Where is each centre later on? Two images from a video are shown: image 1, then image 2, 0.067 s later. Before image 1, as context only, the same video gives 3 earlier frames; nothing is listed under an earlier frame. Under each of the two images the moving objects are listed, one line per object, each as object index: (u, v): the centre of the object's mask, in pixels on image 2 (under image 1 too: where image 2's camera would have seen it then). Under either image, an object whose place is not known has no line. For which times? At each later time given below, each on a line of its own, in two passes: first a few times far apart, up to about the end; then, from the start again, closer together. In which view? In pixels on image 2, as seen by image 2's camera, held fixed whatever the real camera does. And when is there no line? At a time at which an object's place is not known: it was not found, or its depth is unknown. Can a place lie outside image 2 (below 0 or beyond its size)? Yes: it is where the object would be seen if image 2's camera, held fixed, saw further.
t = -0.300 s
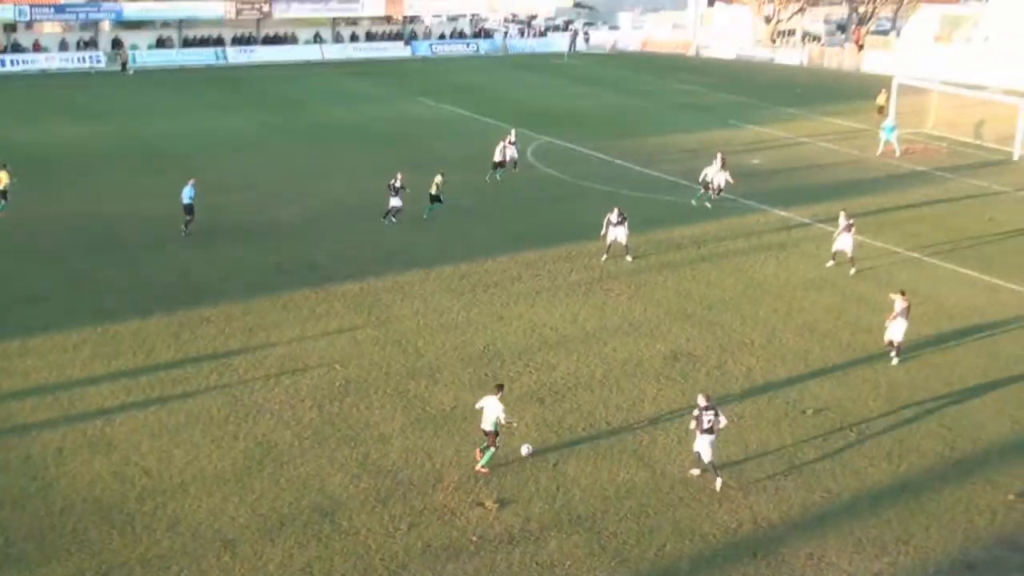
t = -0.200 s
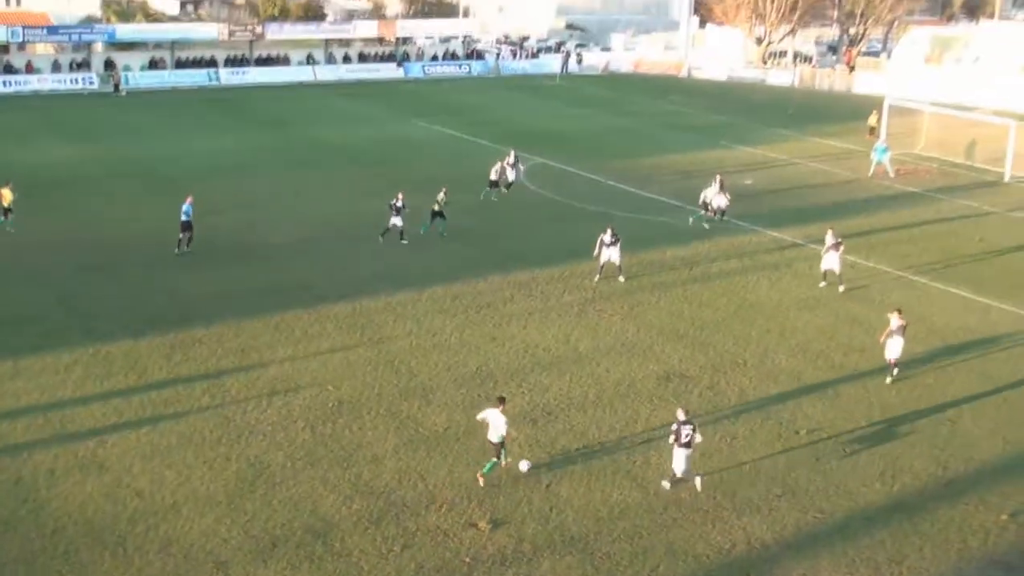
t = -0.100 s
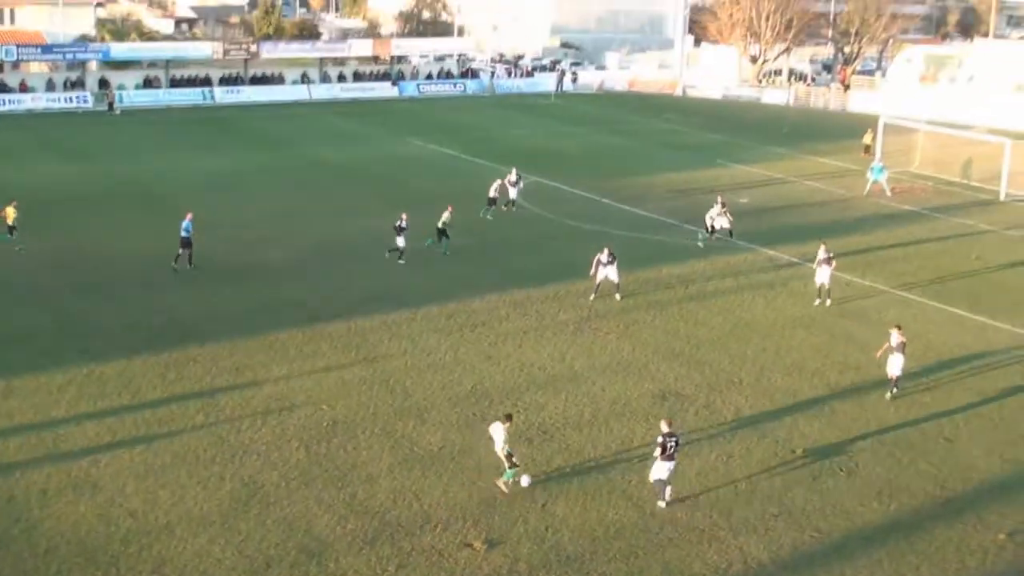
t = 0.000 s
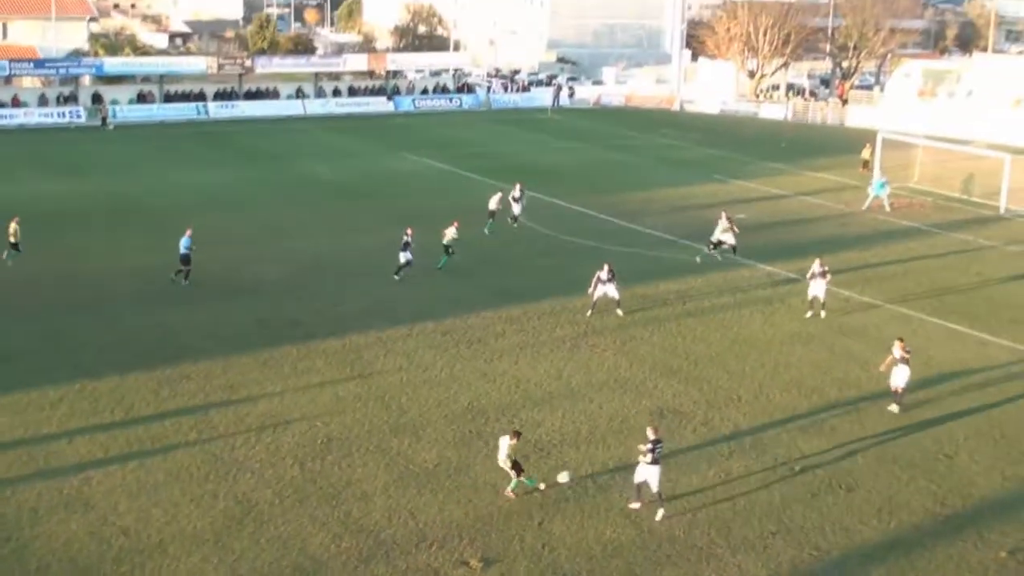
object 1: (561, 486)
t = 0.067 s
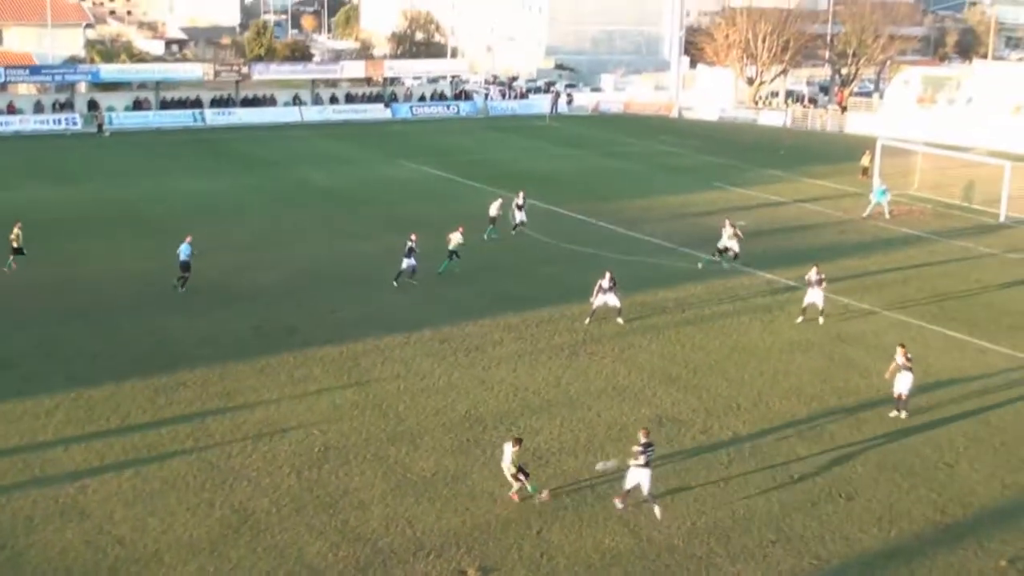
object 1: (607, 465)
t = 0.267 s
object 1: (713, 419)
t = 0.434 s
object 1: (779, 388)
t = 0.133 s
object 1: (651, 448)
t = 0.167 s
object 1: (665, 442)
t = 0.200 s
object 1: (681, 435)
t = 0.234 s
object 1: (700, 425)
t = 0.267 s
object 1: (713, 419)
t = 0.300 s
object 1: (727, 413)
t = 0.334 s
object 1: (743, 406)
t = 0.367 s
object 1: (754, 402)
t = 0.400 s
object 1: (766, 397)
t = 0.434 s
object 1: (779, 388)
